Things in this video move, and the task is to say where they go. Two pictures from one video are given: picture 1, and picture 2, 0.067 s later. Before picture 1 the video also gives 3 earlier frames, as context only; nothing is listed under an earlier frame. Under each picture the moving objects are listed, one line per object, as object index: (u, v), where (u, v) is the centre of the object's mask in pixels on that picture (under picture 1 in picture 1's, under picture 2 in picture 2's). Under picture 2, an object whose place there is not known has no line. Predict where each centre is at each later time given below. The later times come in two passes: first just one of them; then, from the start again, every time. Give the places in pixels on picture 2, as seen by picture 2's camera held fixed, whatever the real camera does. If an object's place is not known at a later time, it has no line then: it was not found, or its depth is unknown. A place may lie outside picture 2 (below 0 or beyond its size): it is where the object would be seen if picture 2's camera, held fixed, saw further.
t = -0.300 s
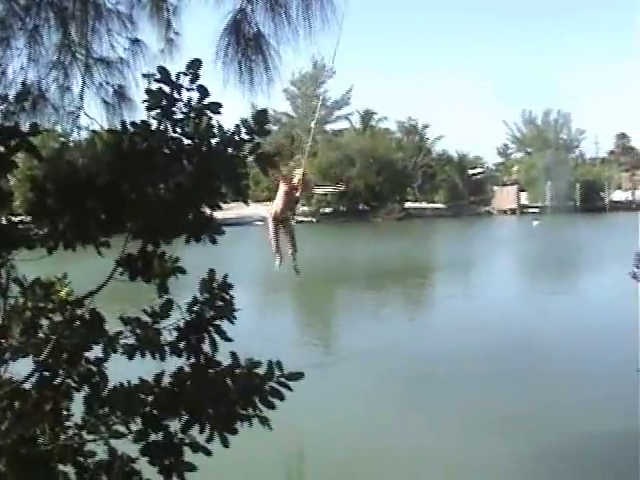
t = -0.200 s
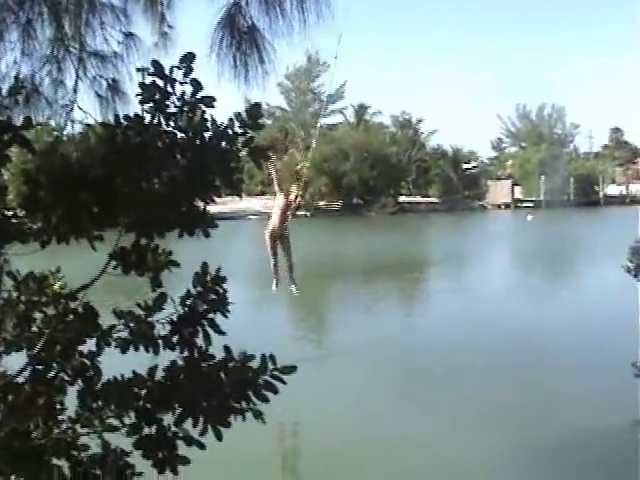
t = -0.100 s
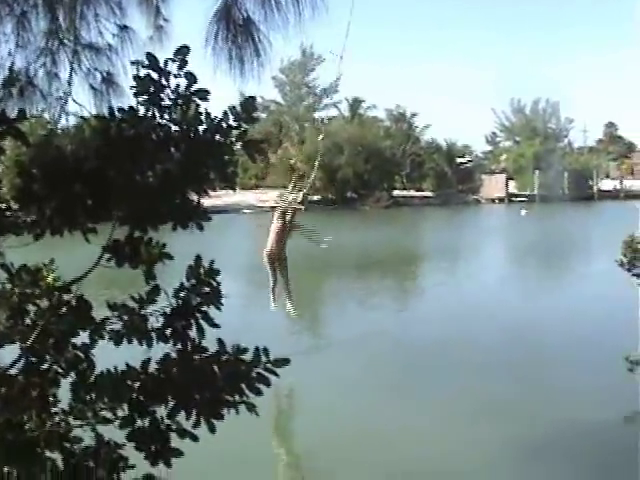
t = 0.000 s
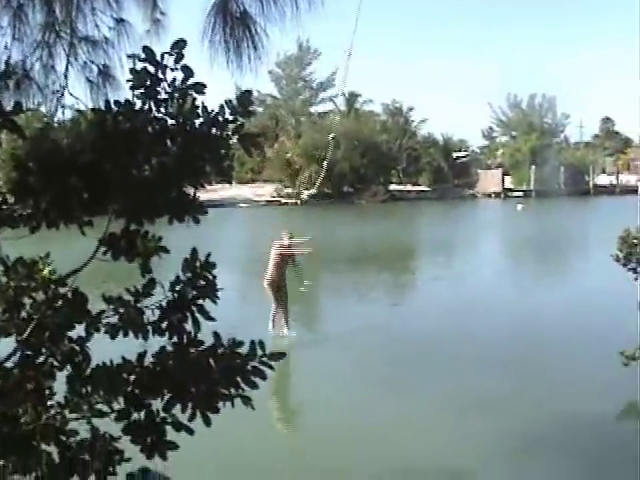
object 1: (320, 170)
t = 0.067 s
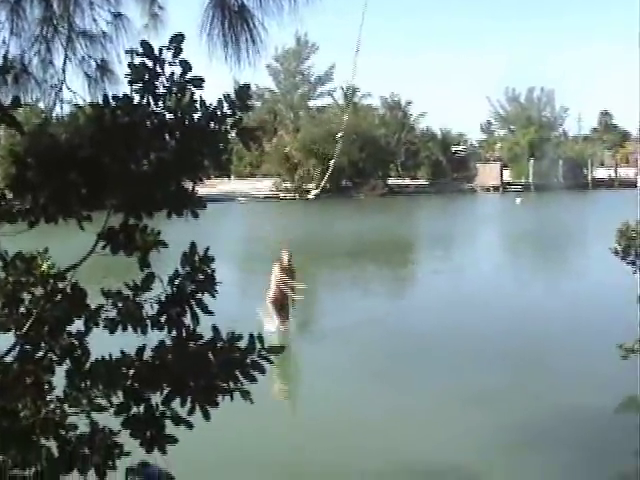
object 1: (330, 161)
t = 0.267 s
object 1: (358, 185)
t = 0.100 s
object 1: (334, 164)
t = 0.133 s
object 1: (338, 168)
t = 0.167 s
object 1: (343, 170)
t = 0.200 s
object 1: (347, 177)
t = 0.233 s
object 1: (352, 182)
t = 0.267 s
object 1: (358, 185)
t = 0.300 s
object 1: (364, 189)
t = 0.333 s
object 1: (371, 194)
